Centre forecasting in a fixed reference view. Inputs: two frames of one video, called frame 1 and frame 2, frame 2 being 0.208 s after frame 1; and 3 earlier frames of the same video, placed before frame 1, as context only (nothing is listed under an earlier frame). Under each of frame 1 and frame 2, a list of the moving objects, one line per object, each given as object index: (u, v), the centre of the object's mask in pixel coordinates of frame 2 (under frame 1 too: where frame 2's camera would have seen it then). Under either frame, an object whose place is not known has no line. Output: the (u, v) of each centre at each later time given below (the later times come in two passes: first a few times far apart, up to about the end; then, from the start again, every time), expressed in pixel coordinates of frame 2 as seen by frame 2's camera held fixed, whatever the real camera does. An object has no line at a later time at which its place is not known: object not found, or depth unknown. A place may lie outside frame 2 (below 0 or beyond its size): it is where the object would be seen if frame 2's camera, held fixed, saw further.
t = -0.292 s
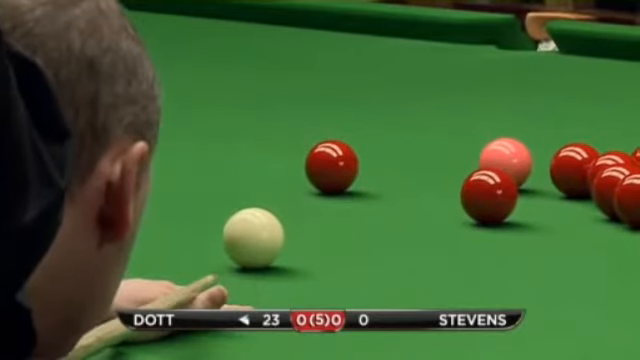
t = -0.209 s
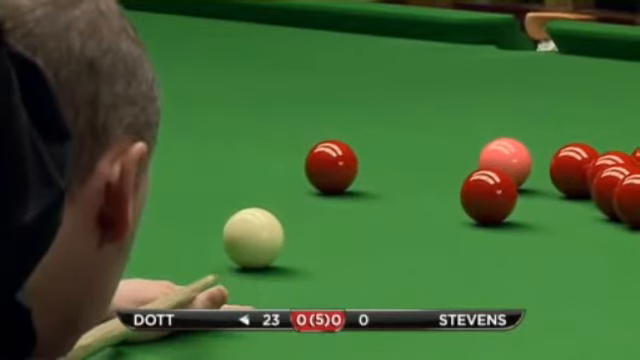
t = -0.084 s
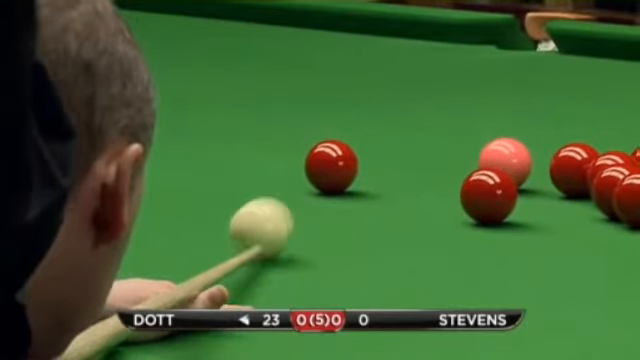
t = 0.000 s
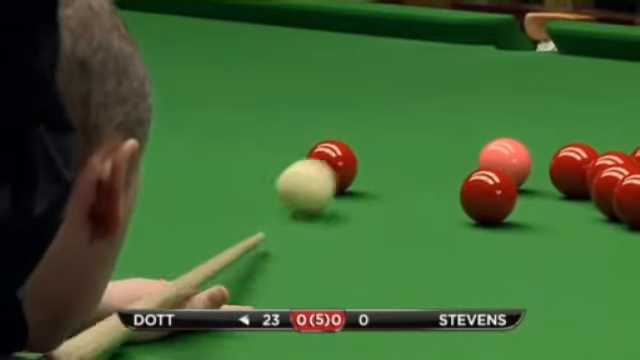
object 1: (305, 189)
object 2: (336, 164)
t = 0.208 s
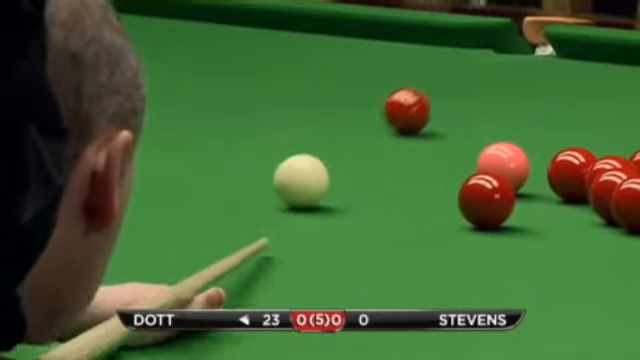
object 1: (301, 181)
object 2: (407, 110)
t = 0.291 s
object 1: (290, 186)
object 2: (435, 89)
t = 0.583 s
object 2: (508, 34)
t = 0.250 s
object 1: (296, 183)
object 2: (422, 99)
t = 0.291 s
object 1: (290, 186)
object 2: (435, 89)
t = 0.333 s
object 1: (284, 189)
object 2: (448, 79)
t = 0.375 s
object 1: (279, 192)
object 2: (460, 71)
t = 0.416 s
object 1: (272, 196)
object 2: (471, 62)
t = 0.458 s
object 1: (266, 199)
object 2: (481, 54)
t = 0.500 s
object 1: (260, 203)
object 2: (491, 47)
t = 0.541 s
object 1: (254, 206)
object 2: (500, 39)
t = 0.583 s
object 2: (508, 34)
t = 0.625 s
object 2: (530, 41)
